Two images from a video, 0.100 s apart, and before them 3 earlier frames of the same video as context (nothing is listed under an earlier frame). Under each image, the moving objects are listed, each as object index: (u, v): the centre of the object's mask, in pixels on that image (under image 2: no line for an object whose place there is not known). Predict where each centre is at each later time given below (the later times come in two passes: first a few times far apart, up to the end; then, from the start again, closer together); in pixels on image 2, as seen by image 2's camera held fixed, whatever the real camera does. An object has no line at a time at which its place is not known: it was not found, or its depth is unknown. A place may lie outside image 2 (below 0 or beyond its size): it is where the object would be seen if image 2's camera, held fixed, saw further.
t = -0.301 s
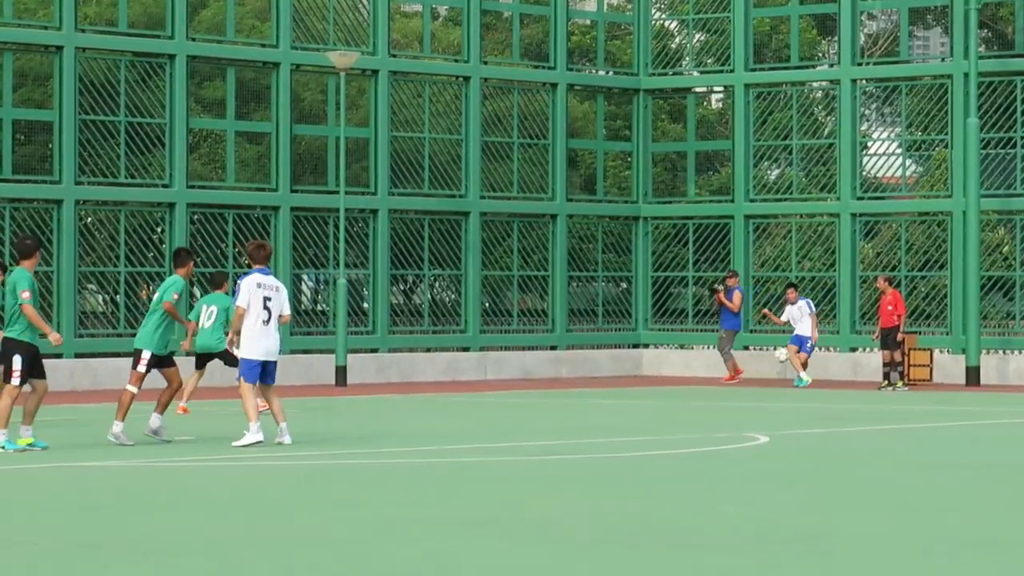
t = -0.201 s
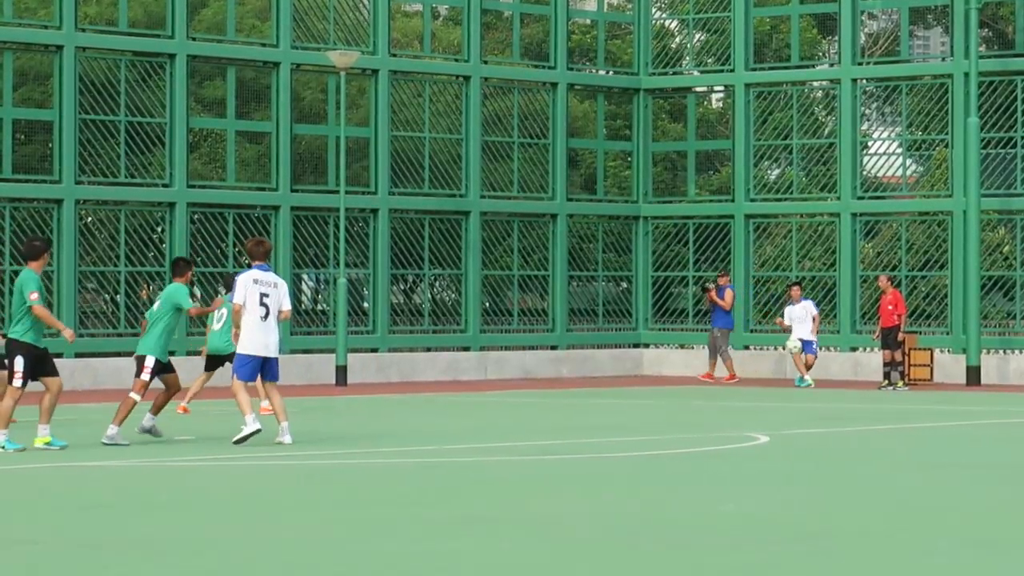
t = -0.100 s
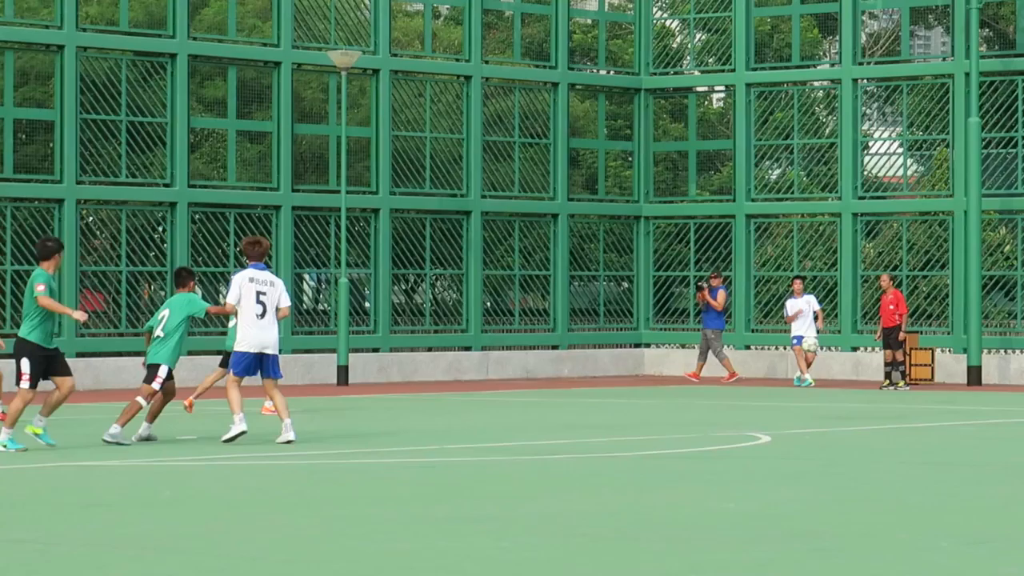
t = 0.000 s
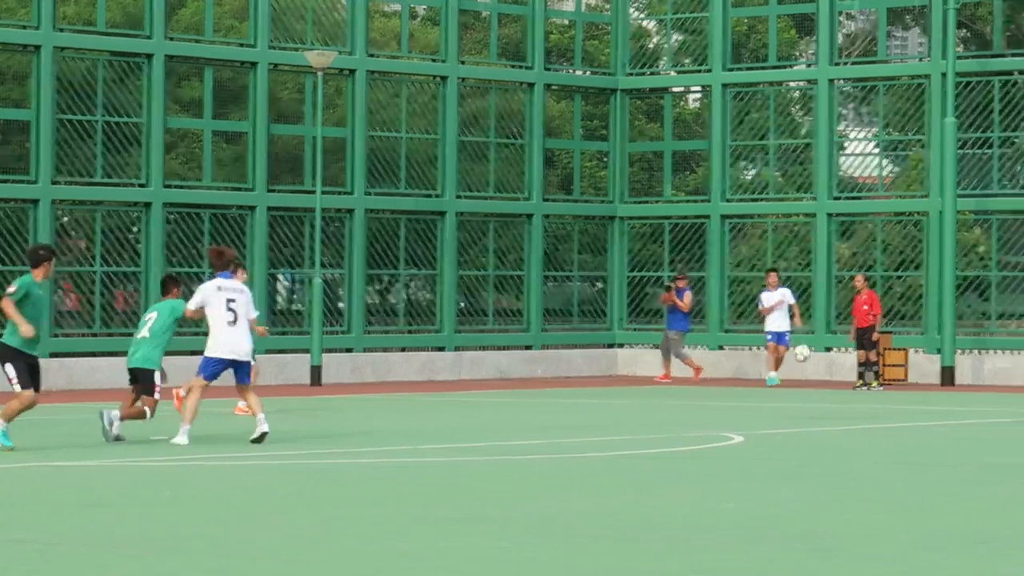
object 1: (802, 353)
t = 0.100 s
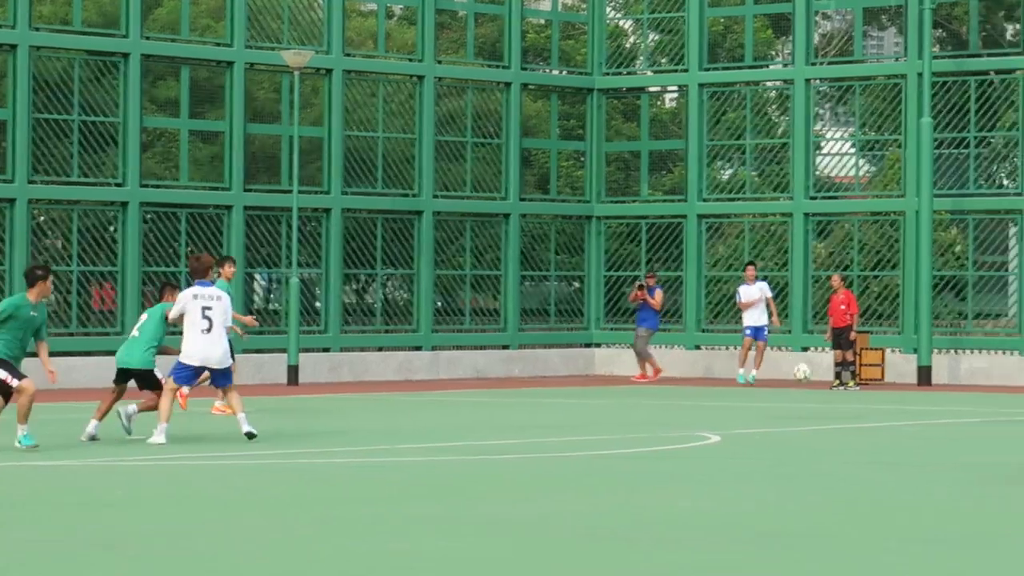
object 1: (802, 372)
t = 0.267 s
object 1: (849, 387)
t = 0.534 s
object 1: (927, 386)
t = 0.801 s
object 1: (1015, 402)
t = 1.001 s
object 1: (1083, 405)
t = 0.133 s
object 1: (811, 381)
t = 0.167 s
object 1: (820, 391)
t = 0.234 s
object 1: (841, 394)
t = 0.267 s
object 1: (849, 387)
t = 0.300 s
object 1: (858, 382)
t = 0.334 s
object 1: (867, 378)
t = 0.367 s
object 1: (876, 376)
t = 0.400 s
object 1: (886, 375)
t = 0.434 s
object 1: (897, 376)
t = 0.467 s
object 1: (907, 377)
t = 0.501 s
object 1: (917, 381)
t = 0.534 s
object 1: (927, 386)
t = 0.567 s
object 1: (938, 392)
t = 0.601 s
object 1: (947, 400)
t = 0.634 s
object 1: (957, 410)
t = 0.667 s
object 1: (967, 424)
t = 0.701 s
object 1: (978, 421)
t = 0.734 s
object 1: (990, 413)
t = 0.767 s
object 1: (1001, 407)
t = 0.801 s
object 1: (1015, 402)
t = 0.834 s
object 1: (1024, 398)
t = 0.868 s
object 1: (1038, 396)
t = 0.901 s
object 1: (1050, 396)
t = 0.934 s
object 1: (1062, 397)
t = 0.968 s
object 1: (1073, 400)
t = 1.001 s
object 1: (1083, 405)
